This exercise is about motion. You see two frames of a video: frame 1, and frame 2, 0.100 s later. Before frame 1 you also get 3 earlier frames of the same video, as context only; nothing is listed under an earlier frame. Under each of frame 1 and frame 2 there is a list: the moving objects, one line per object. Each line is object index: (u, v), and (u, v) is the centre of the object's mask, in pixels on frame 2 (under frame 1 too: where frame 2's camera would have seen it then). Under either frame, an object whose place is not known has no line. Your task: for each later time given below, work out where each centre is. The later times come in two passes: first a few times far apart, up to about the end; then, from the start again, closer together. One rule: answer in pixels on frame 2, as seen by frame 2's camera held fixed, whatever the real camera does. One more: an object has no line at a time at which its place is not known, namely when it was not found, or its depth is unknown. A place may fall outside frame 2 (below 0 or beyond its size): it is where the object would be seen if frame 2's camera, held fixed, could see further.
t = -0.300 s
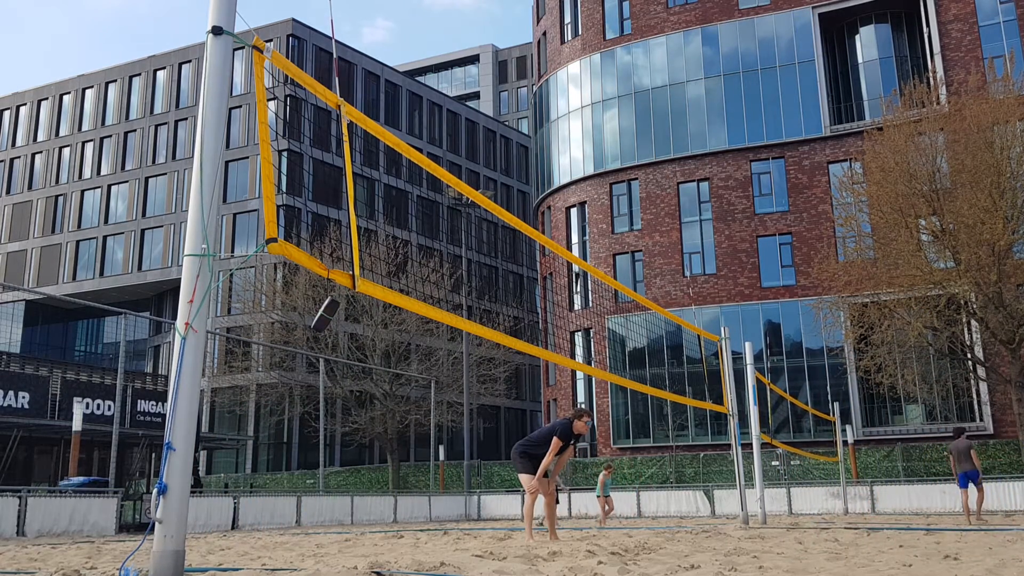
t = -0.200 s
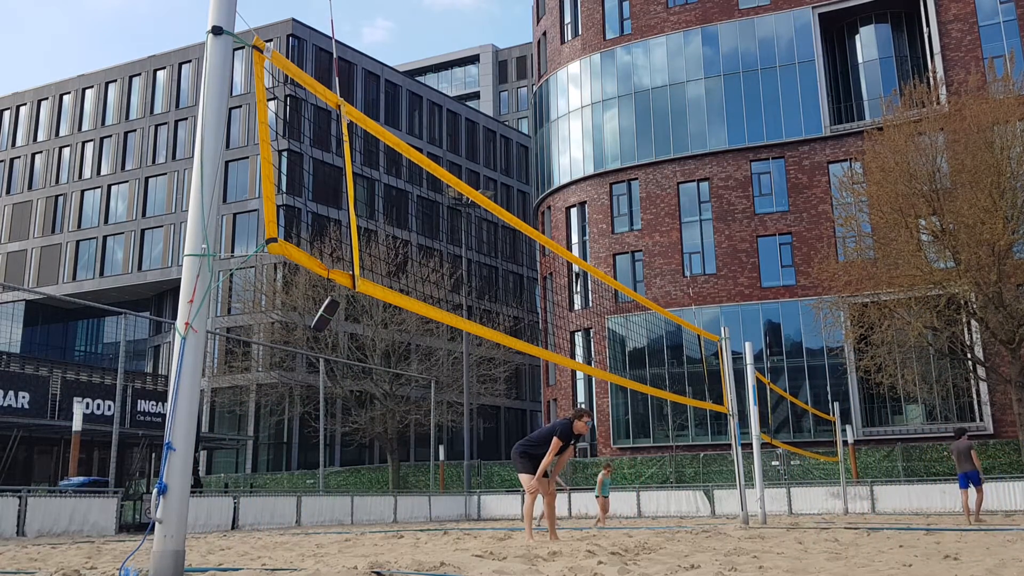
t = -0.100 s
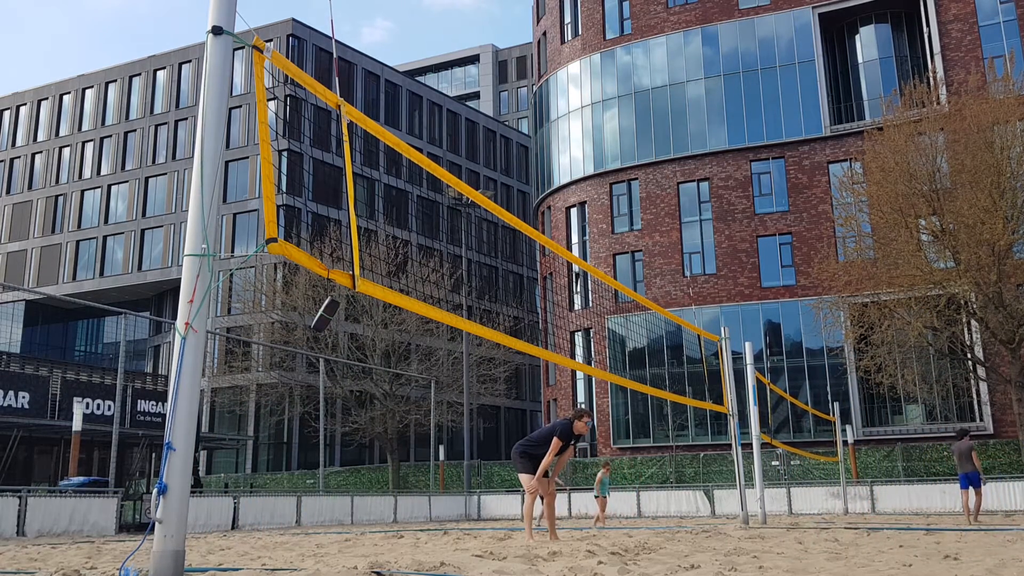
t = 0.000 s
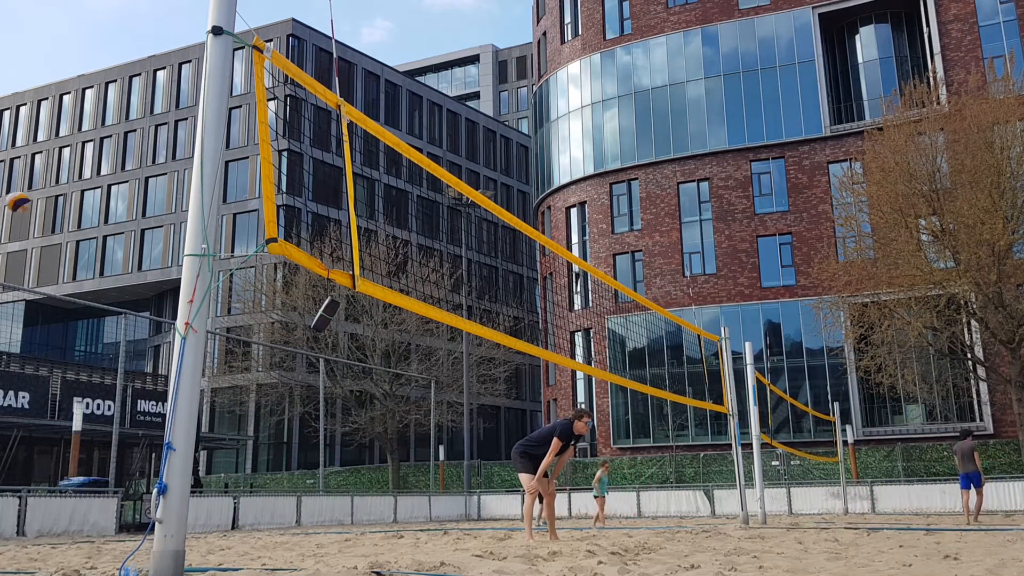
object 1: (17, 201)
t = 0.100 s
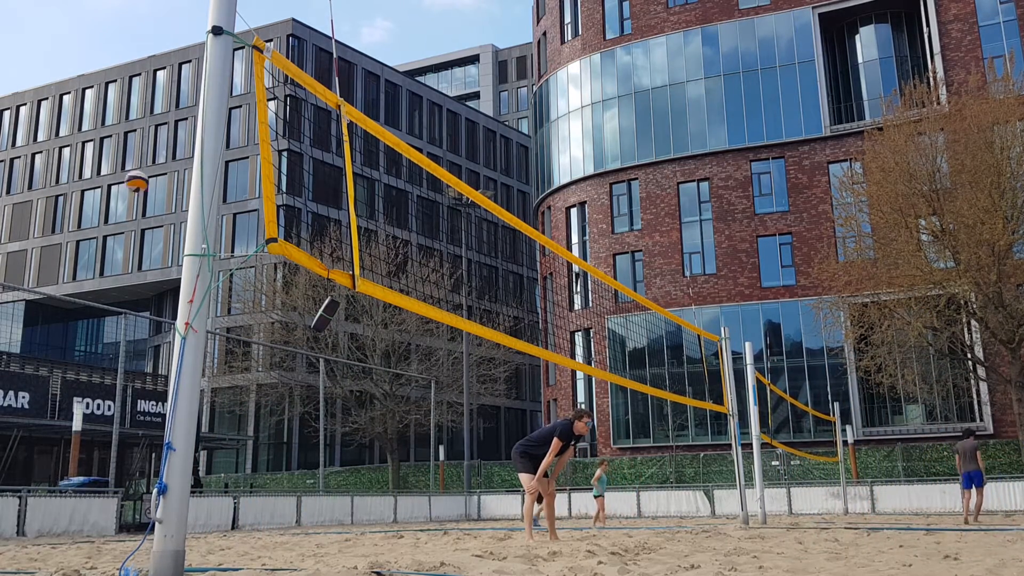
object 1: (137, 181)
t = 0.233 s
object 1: (298, 175)
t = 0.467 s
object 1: (582, 218)
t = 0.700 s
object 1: (889, 340)
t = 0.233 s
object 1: (298, 175)
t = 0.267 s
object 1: (336, 176)
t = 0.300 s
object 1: (379, 180)
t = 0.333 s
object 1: (419, 185)
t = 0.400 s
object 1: (502, 197)
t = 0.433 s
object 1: (543, 207)
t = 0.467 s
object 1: (582, 218)
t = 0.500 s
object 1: (625, 230)
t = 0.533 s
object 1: (668, 244)
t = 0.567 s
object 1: (711, 259)
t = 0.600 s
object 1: (755, 277)
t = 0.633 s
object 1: (800, 296)
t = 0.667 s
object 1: (845, 317)
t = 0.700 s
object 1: (889, 340)
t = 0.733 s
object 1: (936, 365)
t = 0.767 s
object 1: (983, 392)
